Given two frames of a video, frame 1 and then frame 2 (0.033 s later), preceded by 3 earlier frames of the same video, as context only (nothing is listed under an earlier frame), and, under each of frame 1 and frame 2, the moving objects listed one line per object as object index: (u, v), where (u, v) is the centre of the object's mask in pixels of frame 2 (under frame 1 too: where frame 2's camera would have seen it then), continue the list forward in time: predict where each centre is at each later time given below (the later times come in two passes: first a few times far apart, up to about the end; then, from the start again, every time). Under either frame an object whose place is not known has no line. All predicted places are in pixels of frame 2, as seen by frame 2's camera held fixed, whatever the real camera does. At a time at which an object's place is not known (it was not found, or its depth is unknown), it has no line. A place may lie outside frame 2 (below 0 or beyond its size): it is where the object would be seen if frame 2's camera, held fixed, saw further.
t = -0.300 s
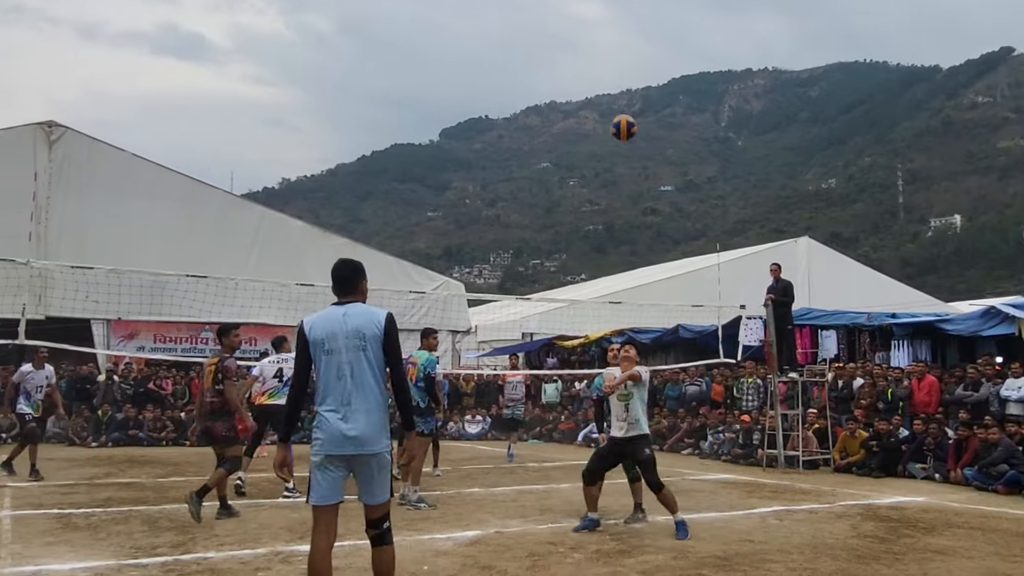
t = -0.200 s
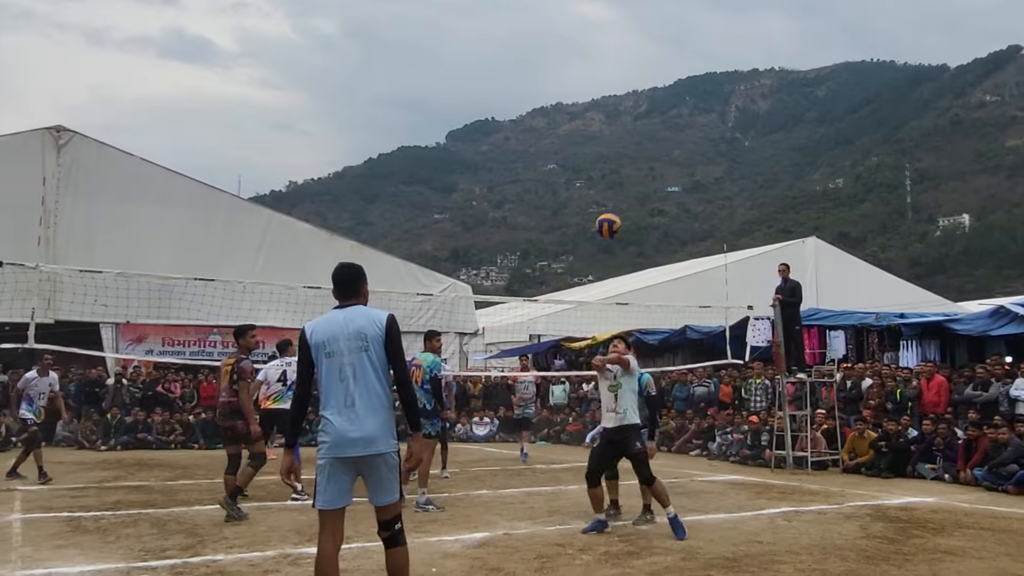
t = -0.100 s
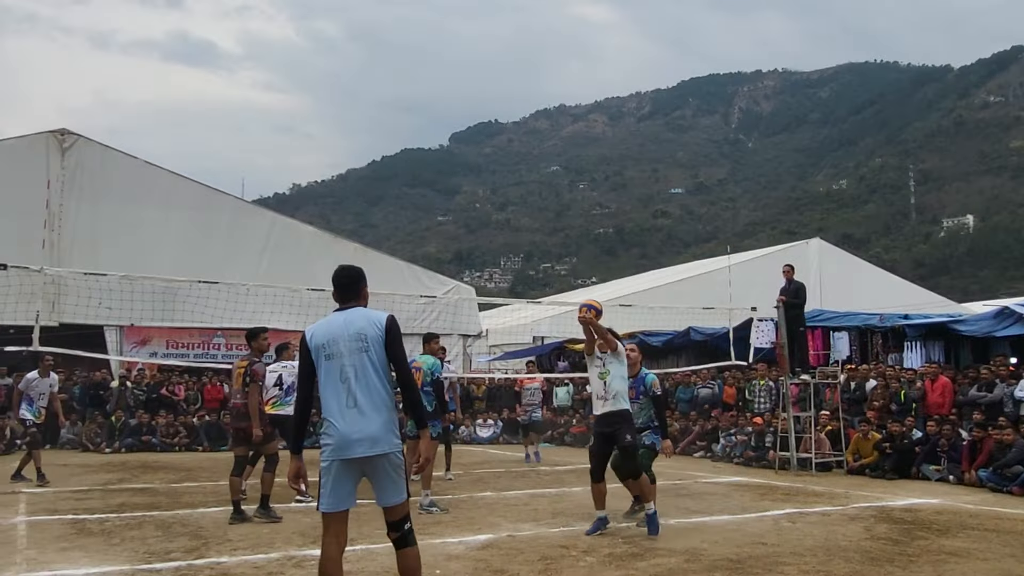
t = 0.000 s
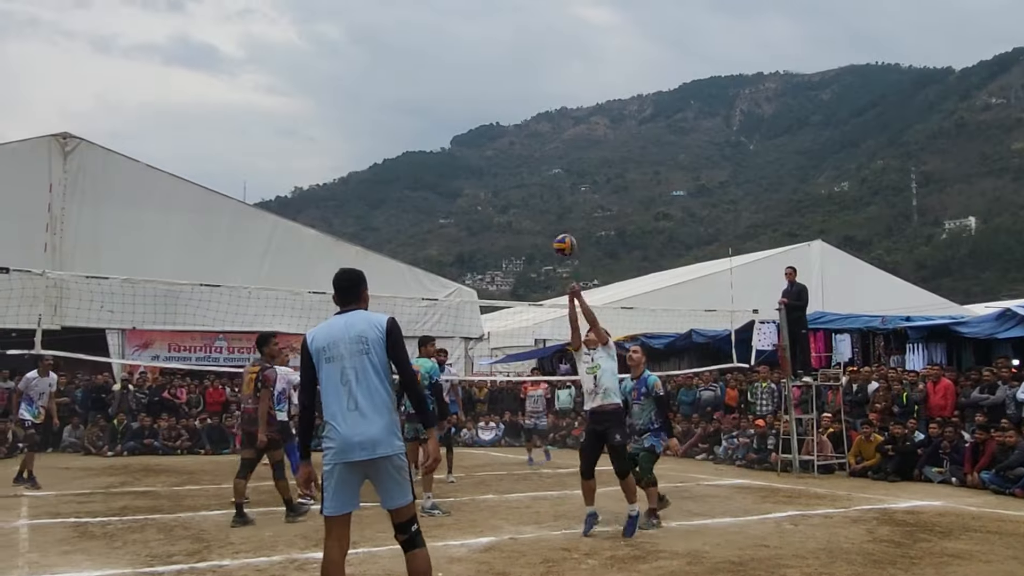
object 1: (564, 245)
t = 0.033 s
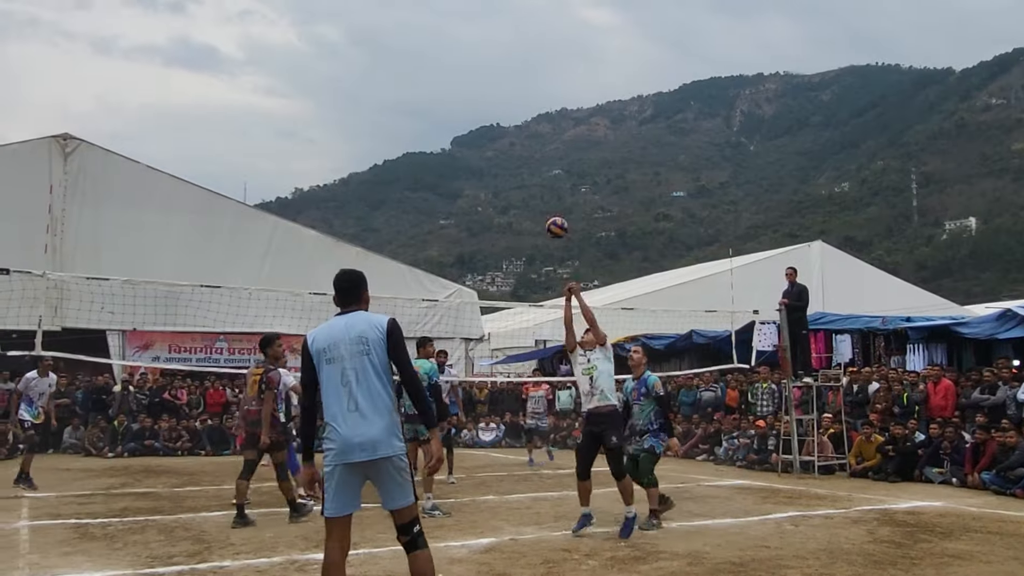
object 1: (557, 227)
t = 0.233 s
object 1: (512, 160)
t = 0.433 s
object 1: (479, 142)
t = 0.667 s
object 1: (445, 161)
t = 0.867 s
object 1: (420, 205)
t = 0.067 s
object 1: (548, 212)
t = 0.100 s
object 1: (540, 198)
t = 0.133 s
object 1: (533, 186)
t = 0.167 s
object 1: (526, 176)
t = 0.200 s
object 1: (520, 167)
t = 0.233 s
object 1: (512, 160)
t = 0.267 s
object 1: (506, 154)
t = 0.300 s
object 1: (500, 149)
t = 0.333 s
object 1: (494, 146)
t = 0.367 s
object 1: (489, 144)
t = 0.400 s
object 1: (484, 142)
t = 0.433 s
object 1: (479, 142)
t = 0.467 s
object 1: (473, 142)
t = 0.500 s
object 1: (468, 143)
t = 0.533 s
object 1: (463, 145)
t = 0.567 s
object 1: (458, 148)
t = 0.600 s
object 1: (453, 152)
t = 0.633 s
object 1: (449, 157)
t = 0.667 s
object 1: (445, 161)
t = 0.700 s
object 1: (441, 167)
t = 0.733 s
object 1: (436, 174)
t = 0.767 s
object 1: (432, 180)
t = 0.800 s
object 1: (428, 188)
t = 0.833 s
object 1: (424, 196)
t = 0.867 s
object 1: (420, 205)
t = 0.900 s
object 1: (416, 214)
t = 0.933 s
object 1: (413, 224)
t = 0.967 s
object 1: (410, 234)
